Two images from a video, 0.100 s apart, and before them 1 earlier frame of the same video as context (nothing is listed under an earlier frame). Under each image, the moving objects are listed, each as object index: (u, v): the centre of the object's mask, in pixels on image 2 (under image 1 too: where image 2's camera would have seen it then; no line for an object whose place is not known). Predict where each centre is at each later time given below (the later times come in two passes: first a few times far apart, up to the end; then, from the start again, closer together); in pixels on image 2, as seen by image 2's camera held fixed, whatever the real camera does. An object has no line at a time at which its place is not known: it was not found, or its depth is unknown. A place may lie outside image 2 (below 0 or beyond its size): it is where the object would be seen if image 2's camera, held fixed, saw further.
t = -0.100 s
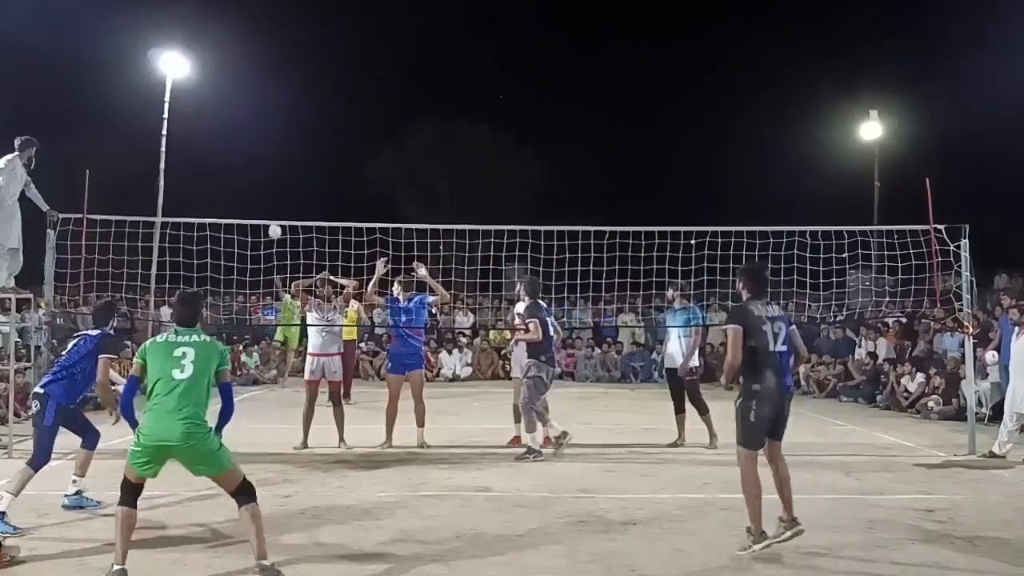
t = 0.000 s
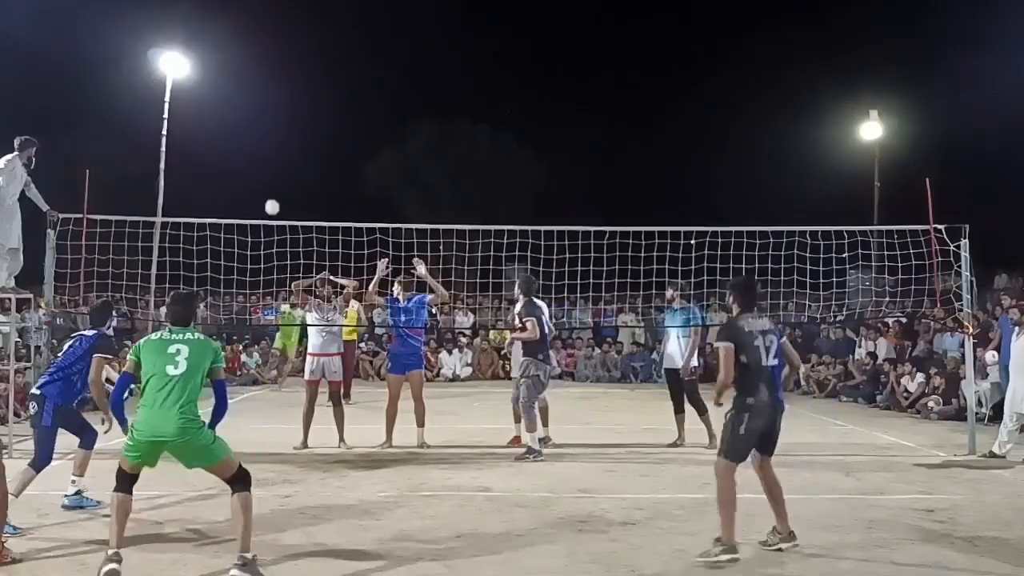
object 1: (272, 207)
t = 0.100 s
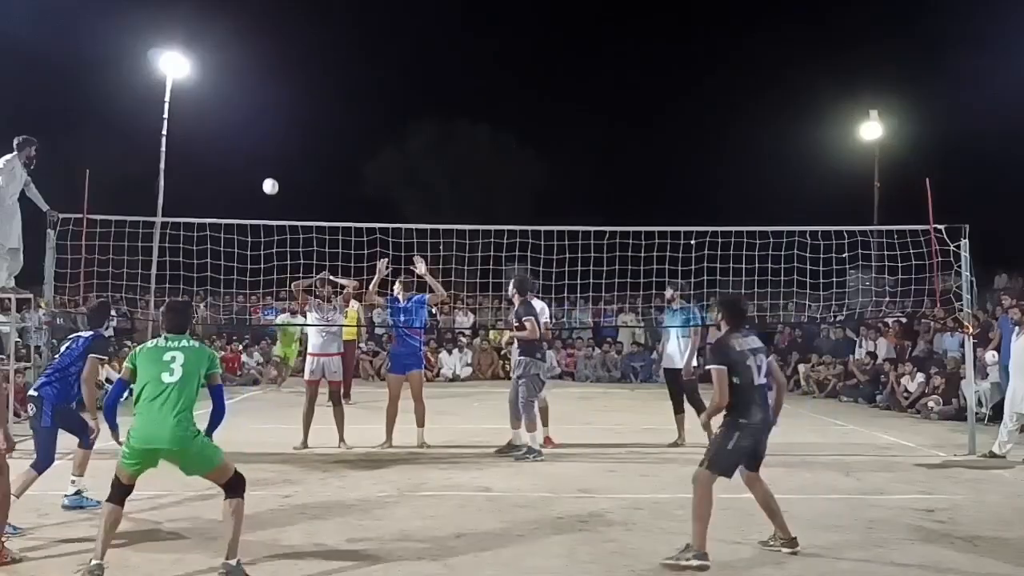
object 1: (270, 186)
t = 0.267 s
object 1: (270, 158)
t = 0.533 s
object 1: (268, 138)
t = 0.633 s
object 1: (266, 142)
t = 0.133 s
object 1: (270, 180)
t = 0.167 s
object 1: (270, 174)
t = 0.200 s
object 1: (270, 168)
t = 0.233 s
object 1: (270, 163)
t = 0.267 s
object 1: (270, 158)
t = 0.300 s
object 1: (270, 154)
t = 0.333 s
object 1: (270, 150)
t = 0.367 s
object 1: (270, 146)
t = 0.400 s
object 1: (270, 143)
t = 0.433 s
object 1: (269, 140)
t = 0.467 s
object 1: (269, 139)
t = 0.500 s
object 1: (268, 138)
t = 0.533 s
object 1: (268, 138)
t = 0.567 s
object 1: (267, 139)
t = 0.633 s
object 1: (266, 142)
